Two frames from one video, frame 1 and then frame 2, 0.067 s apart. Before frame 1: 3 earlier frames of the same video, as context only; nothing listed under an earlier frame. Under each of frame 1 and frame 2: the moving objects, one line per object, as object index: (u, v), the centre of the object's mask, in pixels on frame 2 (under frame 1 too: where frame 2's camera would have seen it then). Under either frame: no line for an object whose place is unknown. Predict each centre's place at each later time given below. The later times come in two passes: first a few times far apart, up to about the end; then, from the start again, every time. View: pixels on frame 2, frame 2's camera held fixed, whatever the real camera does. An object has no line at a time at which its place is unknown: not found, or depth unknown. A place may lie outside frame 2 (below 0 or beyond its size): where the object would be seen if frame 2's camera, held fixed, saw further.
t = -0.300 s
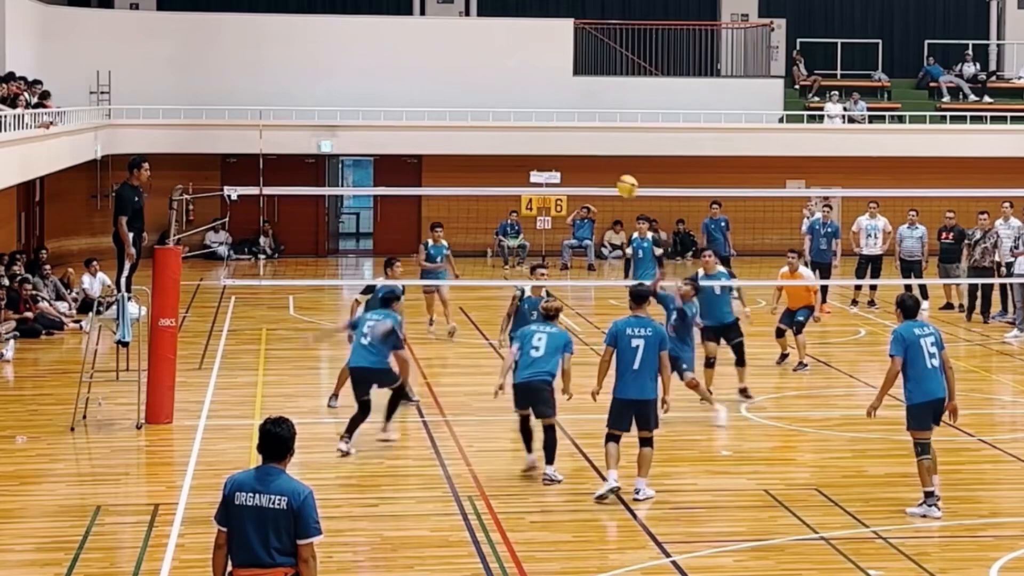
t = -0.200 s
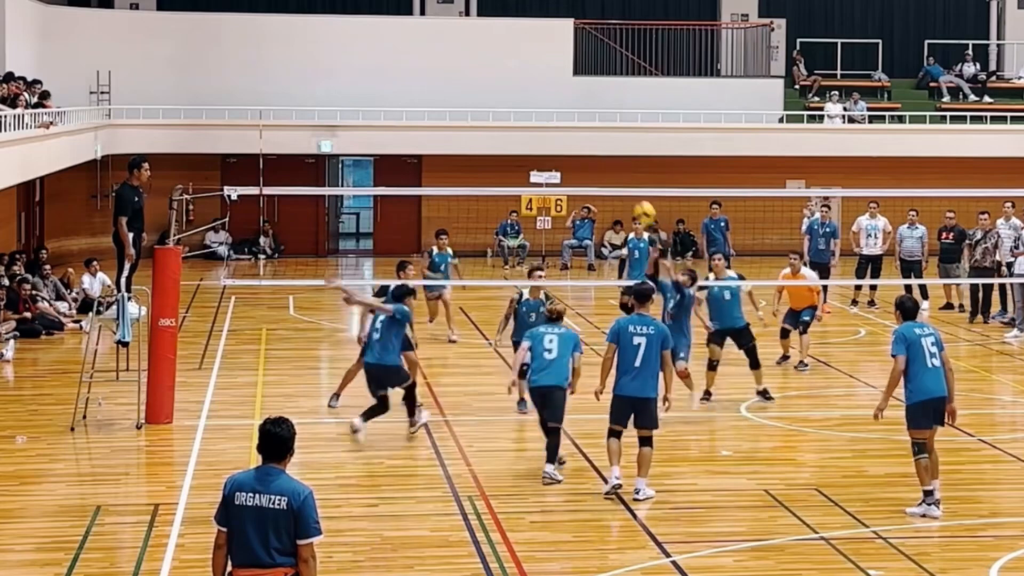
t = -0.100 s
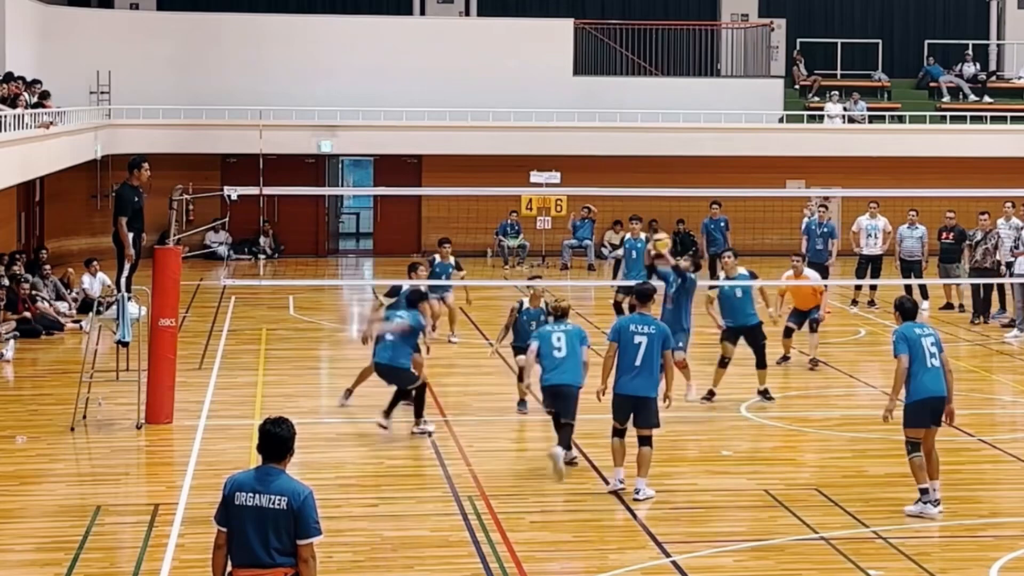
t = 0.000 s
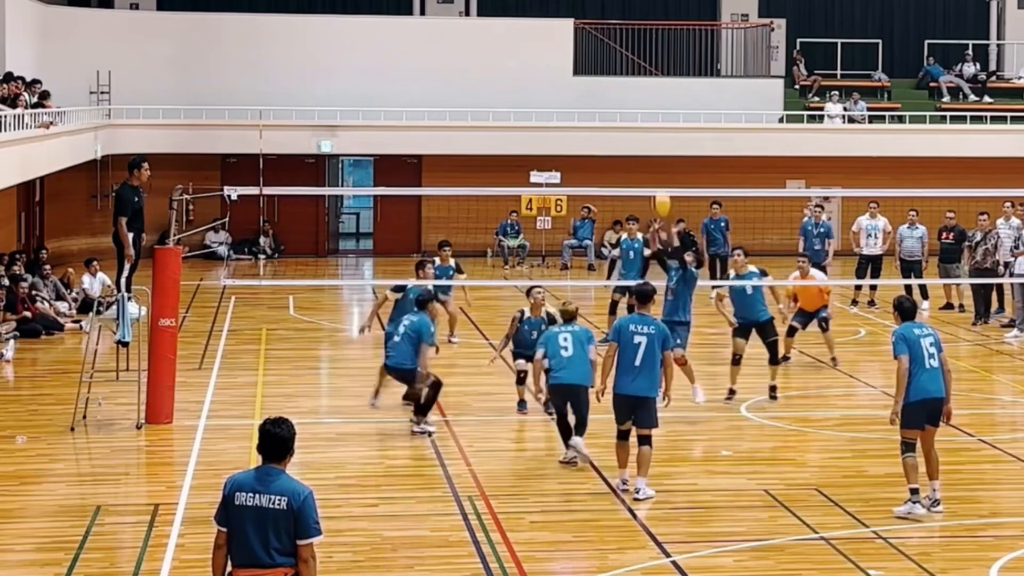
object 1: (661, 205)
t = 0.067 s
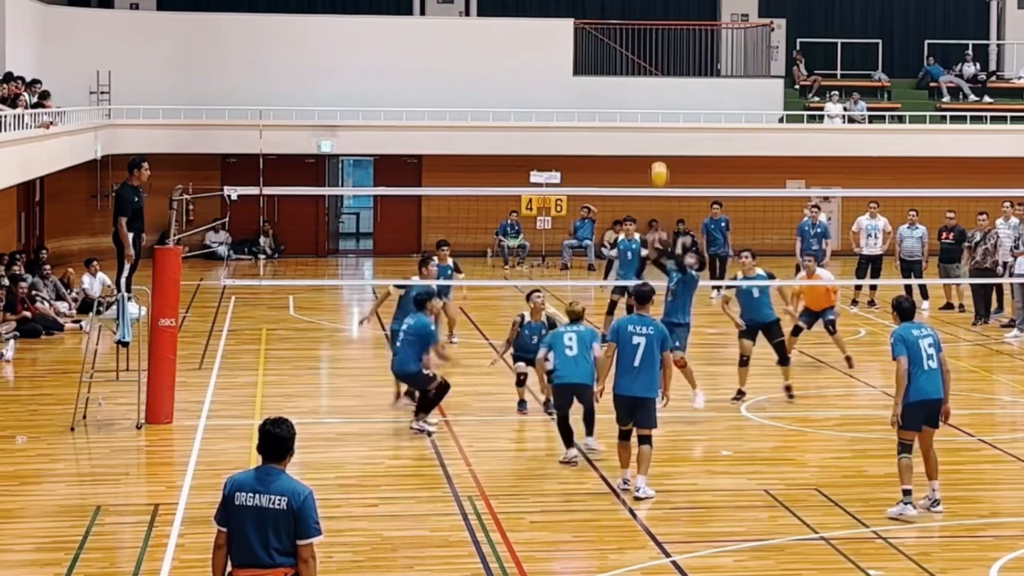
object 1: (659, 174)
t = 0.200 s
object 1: (653, 129)
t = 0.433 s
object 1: (644, 92)
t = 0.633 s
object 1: (636, 100)
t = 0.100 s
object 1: (658, 162)
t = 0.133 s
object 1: (656, 150)
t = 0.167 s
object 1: (654, 138)
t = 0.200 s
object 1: (653, 129)
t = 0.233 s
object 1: (651, 121)
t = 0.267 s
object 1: (651, 113)
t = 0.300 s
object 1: (649, 107)
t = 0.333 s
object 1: (648, 101)
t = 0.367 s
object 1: (647, 97)
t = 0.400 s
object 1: (646, 94)
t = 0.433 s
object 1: (644, 92)
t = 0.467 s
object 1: (643, 91)
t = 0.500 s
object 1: (642, 91)
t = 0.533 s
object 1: (640, 92)
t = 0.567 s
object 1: (639, 93)
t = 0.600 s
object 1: (638, 96)
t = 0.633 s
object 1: (636, 100)
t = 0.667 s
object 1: (635, 104)
